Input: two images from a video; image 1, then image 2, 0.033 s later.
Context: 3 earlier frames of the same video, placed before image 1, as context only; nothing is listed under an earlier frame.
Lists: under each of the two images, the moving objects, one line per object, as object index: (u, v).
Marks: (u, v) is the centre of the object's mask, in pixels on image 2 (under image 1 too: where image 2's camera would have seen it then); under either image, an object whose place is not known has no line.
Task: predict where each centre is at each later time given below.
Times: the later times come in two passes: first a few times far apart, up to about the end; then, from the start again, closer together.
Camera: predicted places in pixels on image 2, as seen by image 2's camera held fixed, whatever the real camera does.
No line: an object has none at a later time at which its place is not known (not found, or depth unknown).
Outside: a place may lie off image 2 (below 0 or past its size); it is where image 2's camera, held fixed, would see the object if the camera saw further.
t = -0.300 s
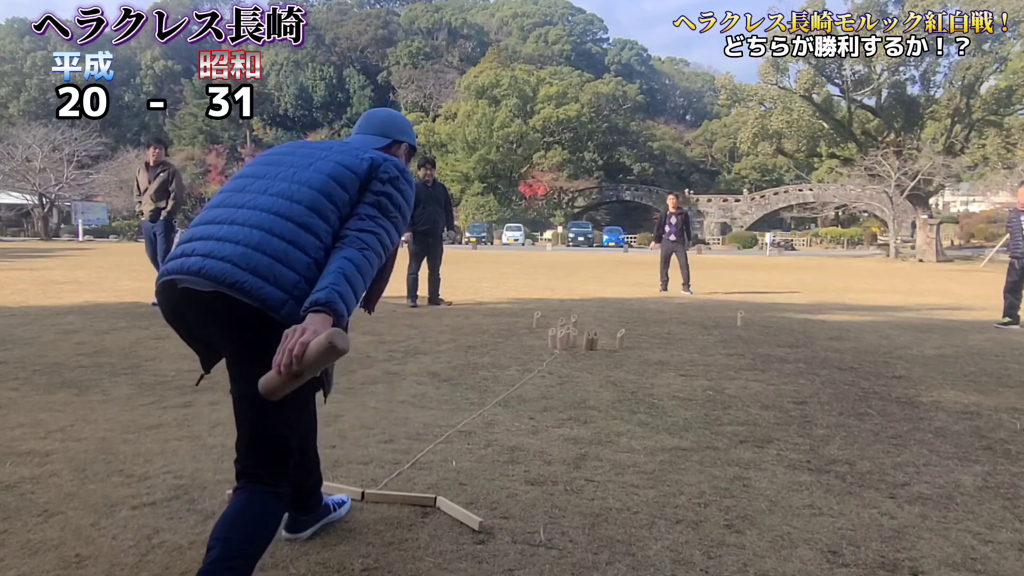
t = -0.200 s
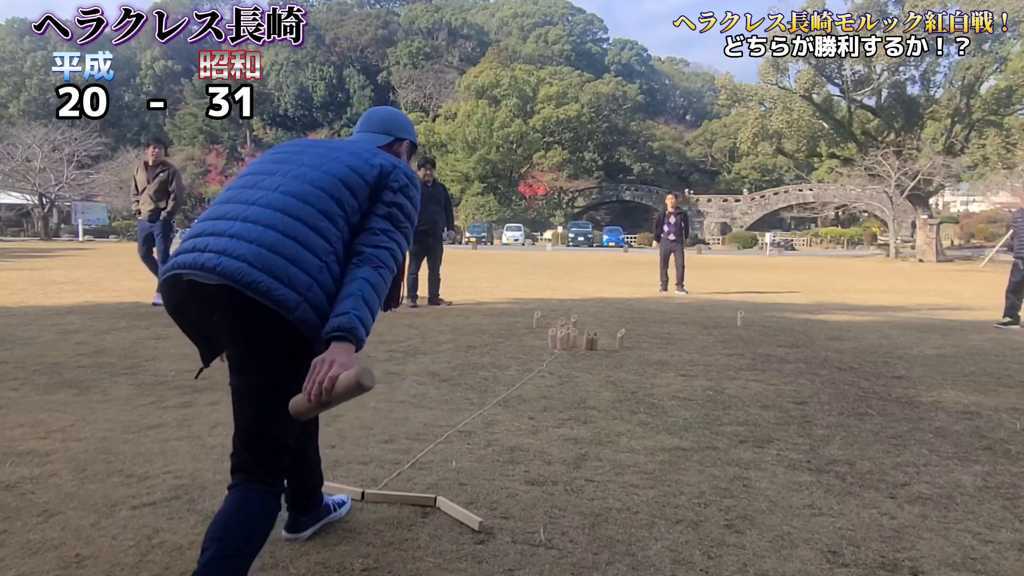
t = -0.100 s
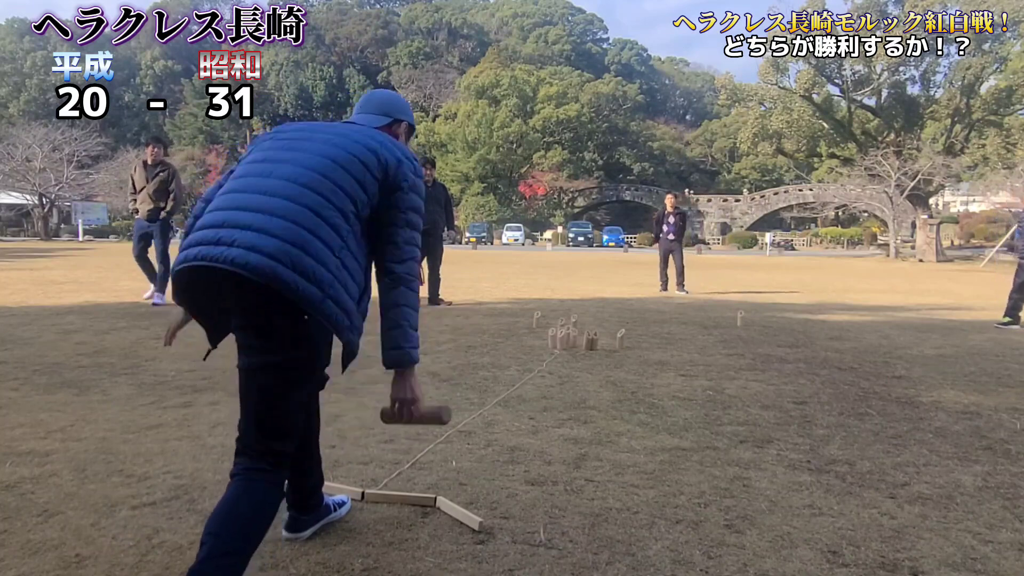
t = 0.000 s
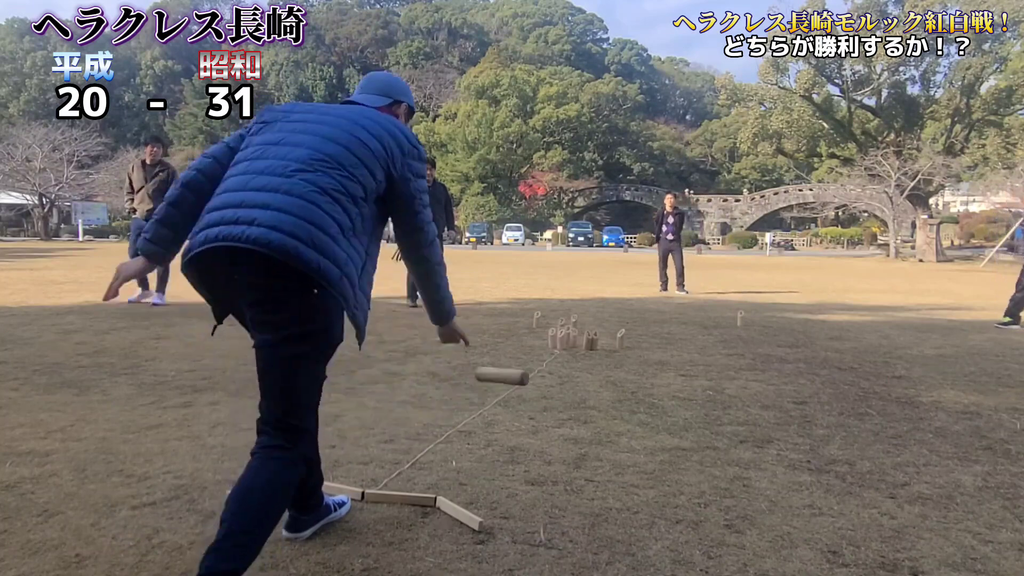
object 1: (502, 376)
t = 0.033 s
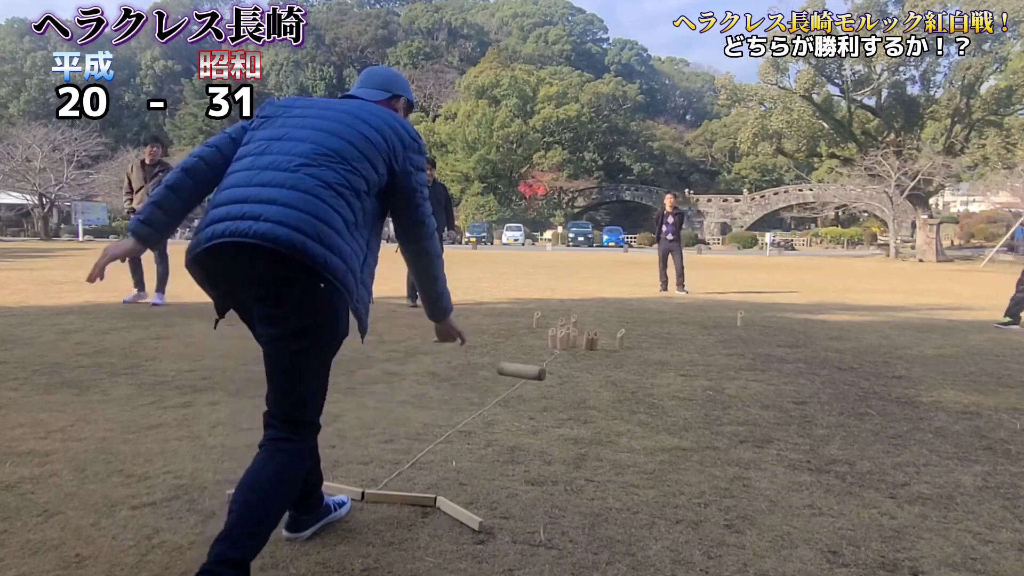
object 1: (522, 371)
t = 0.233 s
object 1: (588, 372)
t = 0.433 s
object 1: (618, 346)
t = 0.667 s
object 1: (633, 336)
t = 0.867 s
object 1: (633, 328)
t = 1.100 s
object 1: (631, 321)
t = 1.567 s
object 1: (632, 313)
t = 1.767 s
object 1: (632, 310)
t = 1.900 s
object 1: (632, 308)
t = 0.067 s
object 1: (538, 370)
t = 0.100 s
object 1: (551, 371)
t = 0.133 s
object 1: (563, 374)
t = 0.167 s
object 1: (573, 378)
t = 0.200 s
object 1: (582, 383)
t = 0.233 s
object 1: (588, 372)
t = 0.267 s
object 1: (595, 362)
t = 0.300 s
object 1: (600, 355)
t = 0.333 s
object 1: (605, 350)
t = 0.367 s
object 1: (610, 346)
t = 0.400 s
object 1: (614, 345)
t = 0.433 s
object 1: (618, 346)
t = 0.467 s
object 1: (619, 345)
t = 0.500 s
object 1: (621, 342)
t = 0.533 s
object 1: (625, 339)
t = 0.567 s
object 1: (628, 338)
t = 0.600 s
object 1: (630, 338)
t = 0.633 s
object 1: (632, 338)
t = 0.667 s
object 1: (633, 336)
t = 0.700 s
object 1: (633, 335)
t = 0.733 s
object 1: (634, 333)
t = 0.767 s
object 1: (634, 333)
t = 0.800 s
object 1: (633, 332)
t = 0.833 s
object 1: (633, 331)
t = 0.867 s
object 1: (633, 328)
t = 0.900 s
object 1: (633, 327)
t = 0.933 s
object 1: (632, 326)
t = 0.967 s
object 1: (633, 325)
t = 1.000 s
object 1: (632, 324)
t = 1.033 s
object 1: (632, 324)
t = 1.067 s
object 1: (631, 323)
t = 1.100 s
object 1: (631, 321)
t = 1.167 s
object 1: (631, 320)
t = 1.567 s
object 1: (632, 313)
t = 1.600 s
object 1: (633, 312)
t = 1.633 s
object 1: (633, 311)
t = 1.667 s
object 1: (632, 311)
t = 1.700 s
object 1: (632, 310)
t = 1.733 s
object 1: (632, 310)
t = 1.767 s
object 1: (632, 310)
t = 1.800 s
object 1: (632, 309)
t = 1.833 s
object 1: (632, 309)
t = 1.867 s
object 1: (632, 308)
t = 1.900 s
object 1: (632, 308)
